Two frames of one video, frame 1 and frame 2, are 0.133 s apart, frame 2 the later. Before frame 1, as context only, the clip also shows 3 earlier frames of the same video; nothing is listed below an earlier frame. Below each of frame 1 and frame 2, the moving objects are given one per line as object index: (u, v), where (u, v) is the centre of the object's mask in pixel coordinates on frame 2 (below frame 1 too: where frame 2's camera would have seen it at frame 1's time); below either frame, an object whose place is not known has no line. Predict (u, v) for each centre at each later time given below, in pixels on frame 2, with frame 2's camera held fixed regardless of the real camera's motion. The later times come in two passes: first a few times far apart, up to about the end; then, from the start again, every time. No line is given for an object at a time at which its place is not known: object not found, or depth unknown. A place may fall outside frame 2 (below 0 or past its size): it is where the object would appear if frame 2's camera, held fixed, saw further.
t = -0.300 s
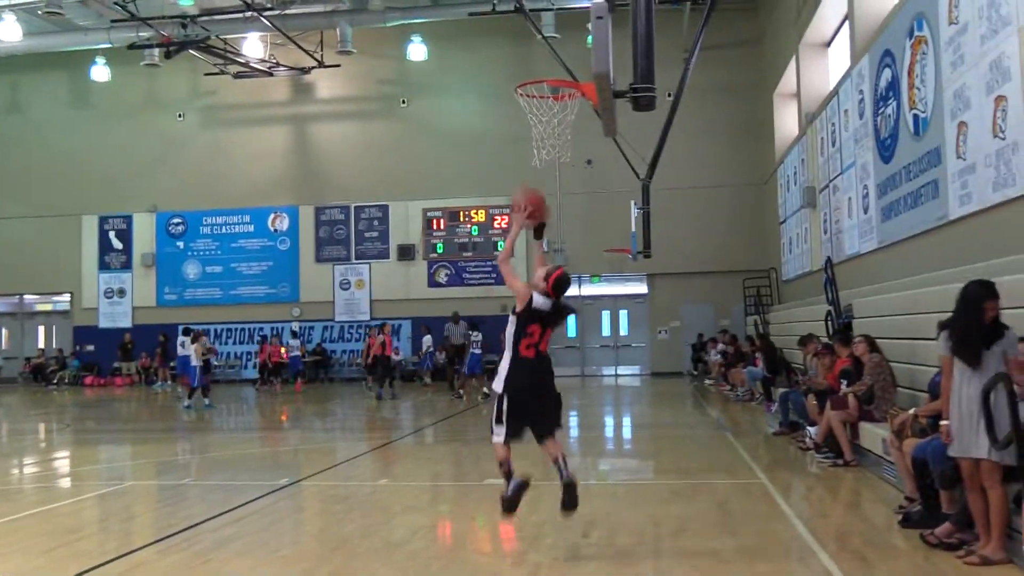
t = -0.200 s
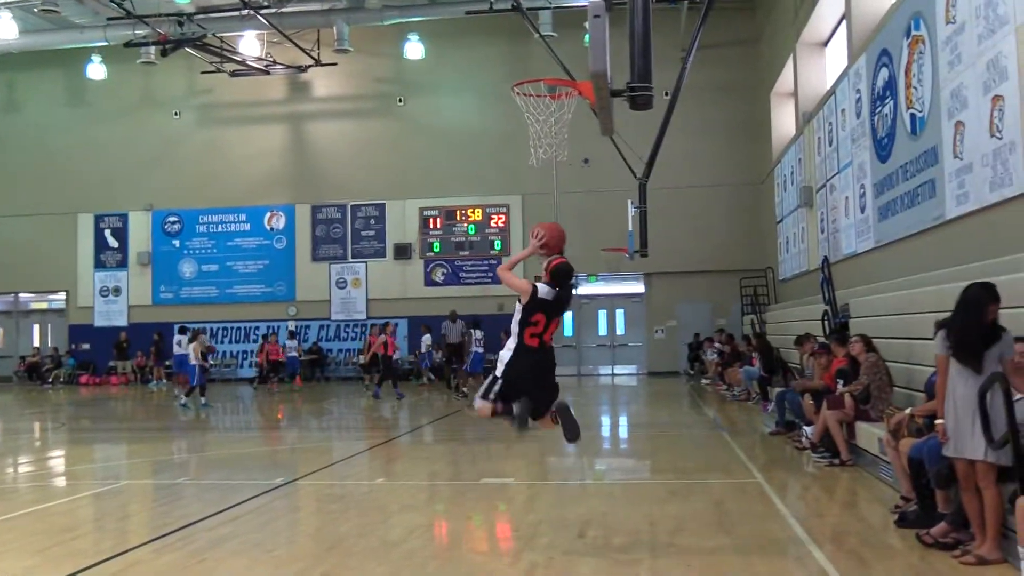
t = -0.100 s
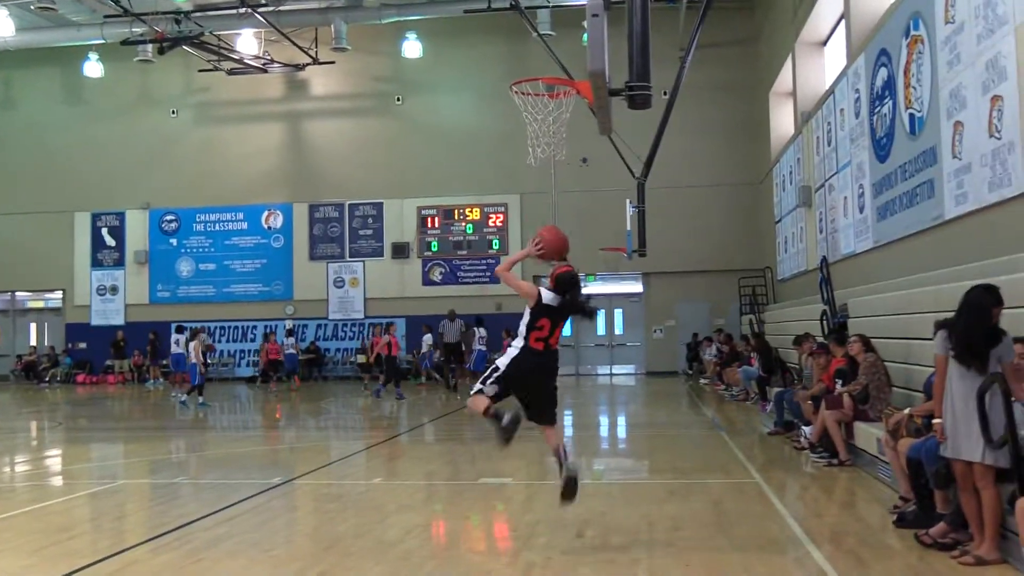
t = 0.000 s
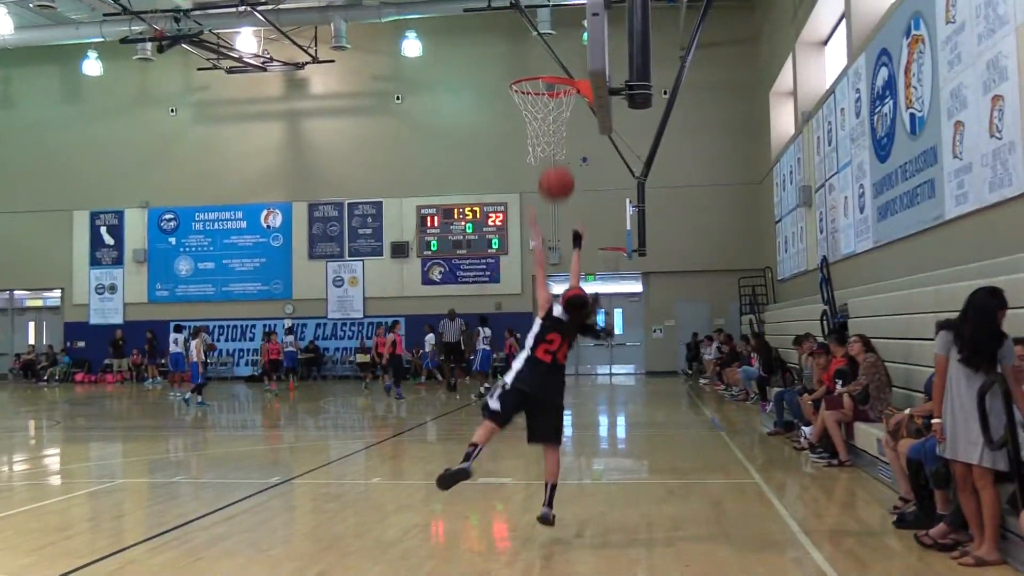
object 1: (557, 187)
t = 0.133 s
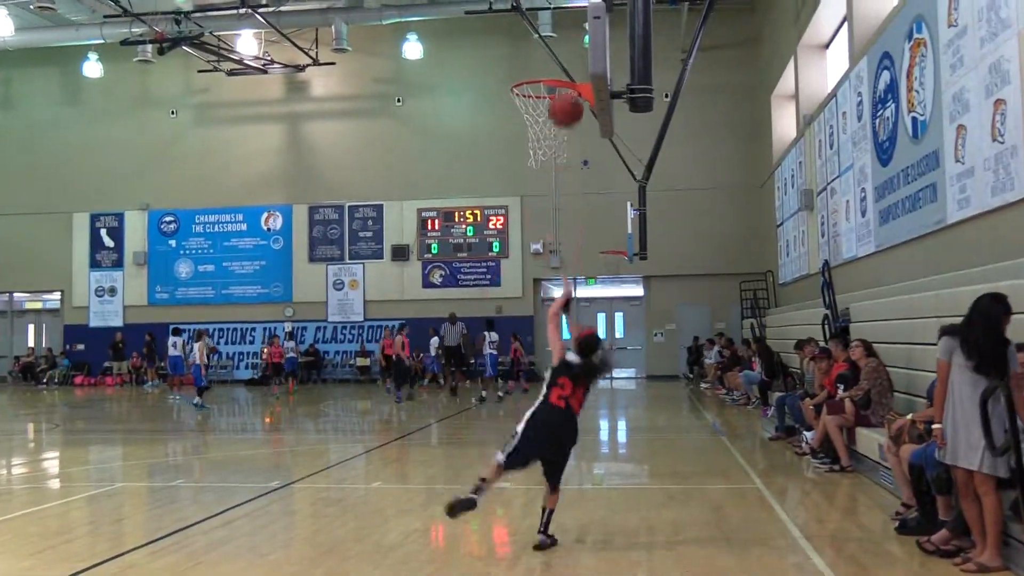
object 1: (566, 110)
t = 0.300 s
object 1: (574, 56)
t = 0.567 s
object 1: (574, 48)
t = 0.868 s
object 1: (558, 57)
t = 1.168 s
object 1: (538, 122)
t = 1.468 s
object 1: (541, 271)
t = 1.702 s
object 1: (540, 477)
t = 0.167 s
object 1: (569, 96)
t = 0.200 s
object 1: (569, 84)
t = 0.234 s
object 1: (571, 74)
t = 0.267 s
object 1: (573, 64)
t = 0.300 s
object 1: (574, 56)
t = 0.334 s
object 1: (576, 50)
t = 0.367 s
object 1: (577, 46)
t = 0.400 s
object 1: (576, 44)
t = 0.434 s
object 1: (576, 42)
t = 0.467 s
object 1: (575, 41)
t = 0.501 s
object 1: (575, 42)
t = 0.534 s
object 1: (574, 45)
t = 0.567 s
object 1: (574, 48)
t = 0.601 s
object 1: (572, 56)
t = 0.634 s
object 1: (572, 64)
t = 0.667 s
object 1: (572, 71)
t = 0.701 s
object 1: (570, 70)
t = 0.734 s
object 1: (567, 66)
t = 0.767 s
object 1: (564, 61)
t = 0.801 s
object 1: (562, 58)
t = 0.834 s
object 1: (560, 57)
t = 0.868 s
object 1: (558, 57)
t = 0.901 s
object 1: (555, 59)
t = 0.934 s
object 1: (553, 62)
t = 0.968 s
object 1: (550, 66)
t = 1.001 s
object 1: (548, 69)
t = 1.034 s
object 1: (545, 78)
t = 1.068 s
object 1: (543, 88)
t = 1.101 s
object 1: (542, 98)
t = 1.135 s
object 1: (540, 109)
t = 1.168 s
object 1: (538, 122)
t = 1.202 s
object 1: (538, 133)
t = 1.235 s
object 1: (539, 146)
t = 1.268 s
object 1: (538, 159)
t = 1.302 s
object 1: (539, 173)
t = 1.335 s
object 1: (539, 189)
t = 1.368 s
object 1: (539, 207)
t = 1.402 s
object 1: (540, 227)
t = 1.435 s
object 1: (540, 249)
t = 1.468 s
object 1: (541, 271)
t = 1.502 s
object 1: (540, 297)
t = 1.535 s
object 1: (540, 322)
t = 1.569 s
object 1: (539, 349)
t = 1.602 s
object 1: (540, 380)
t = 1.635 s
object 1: (540, 409)
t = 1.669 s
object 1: (540, 444)
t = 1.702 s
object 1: (540, 477)
